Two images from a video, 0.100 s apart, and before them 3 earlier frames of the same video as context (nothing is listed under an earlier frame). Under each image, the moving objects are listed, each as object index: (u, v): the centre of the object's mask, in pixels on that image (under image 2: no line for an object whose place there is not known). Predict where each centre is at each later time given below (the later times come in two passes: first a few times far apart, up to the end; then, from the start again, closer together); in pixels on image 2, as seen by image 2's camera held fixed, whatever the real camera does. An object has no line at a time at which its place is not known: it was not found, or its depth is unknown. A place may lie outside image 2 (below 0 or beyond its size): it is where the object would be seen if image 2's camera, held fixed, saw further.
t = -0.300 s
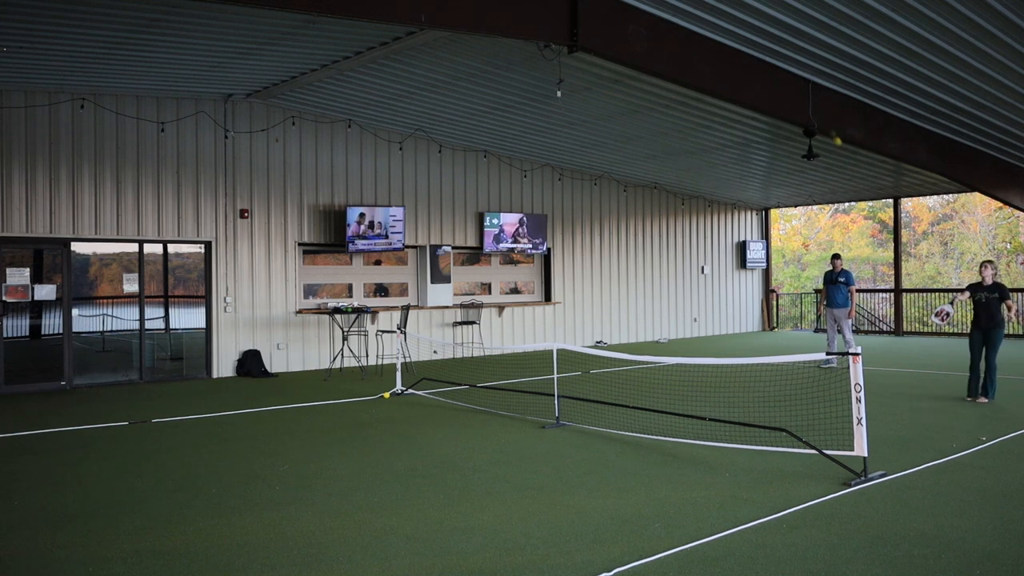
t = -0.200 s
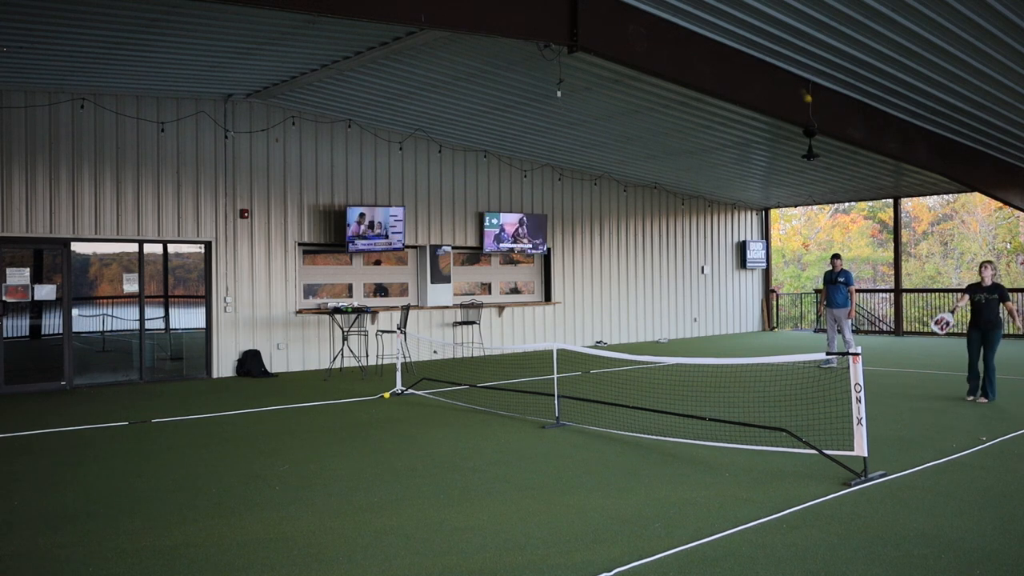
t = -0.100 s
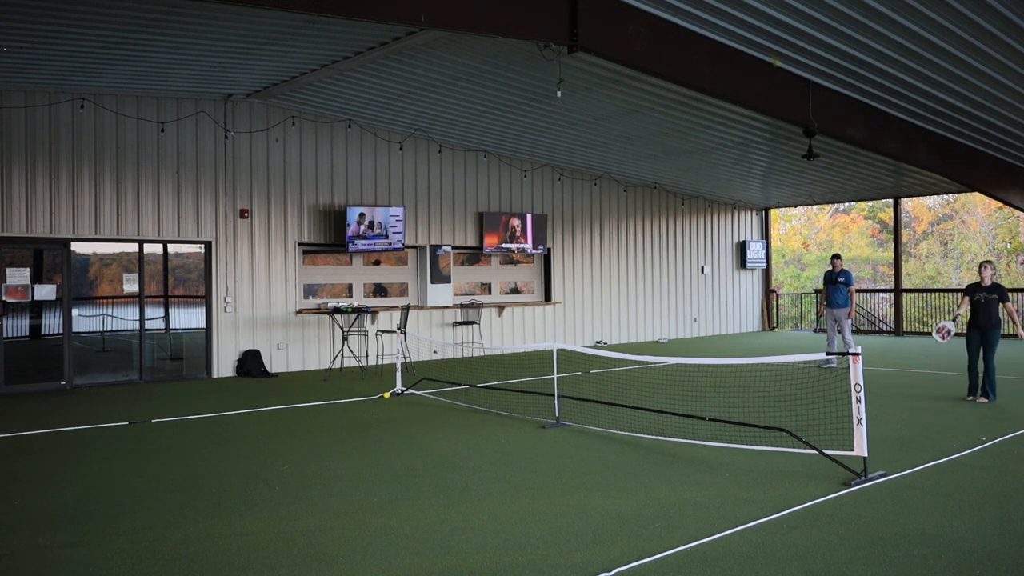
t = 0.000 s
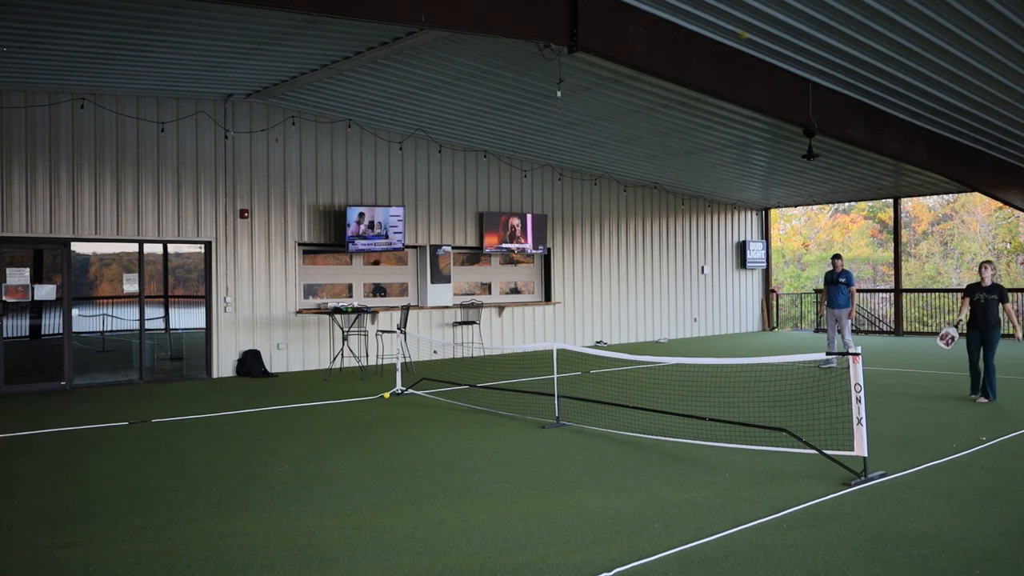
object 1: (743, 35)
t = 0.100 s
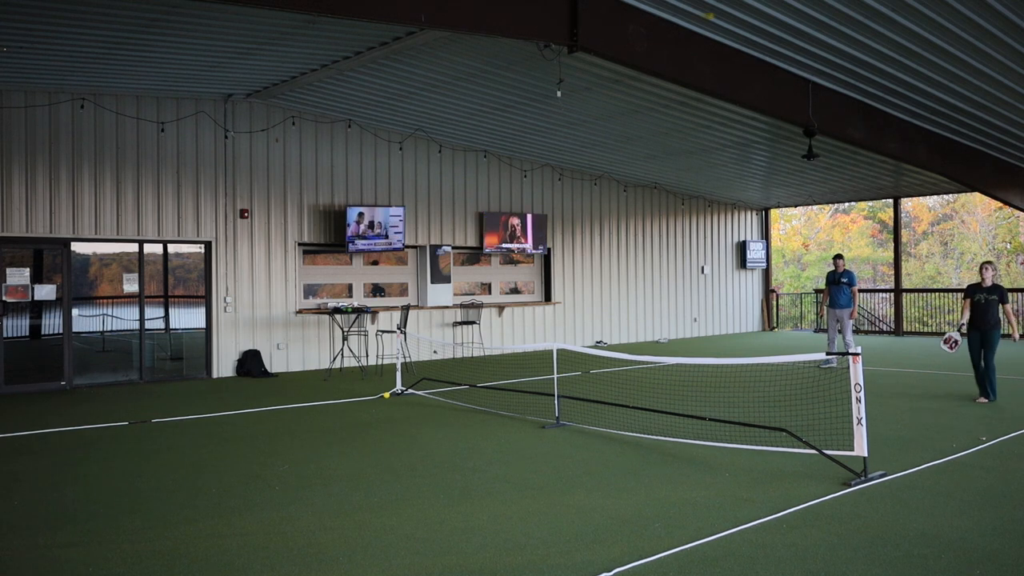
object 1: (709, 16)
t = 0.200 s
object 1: (671, 7)
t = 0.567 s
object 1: (518, 79)
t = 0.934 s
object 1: (315, 372)
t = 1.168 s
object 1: (225, 471)
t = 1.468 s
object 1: (210, 383)
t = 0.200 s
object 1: (671, 7)
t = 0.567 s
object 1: (518, 79)
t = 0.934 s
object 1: (315, 372)
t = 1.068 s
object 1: (229, 533)
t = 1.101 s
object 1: (228, 511)
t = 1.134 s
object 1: (226, 490)
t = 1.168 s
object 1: (225, 471)
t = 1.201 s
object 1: (223, 454)
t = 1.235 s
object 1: (221, 439)
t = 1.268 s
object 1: (220, 426)
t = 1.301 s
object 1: (218, 414)
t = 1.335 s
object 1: (216, 404)
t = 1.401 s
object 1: (213, 390)
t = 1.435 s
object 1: (211, 386)
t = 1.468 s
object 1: (210, 383)
